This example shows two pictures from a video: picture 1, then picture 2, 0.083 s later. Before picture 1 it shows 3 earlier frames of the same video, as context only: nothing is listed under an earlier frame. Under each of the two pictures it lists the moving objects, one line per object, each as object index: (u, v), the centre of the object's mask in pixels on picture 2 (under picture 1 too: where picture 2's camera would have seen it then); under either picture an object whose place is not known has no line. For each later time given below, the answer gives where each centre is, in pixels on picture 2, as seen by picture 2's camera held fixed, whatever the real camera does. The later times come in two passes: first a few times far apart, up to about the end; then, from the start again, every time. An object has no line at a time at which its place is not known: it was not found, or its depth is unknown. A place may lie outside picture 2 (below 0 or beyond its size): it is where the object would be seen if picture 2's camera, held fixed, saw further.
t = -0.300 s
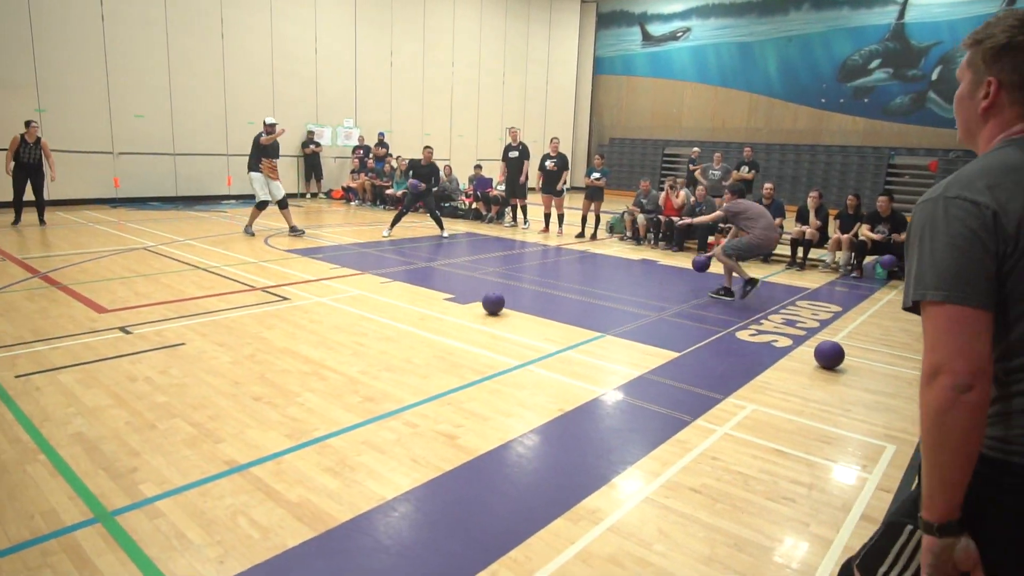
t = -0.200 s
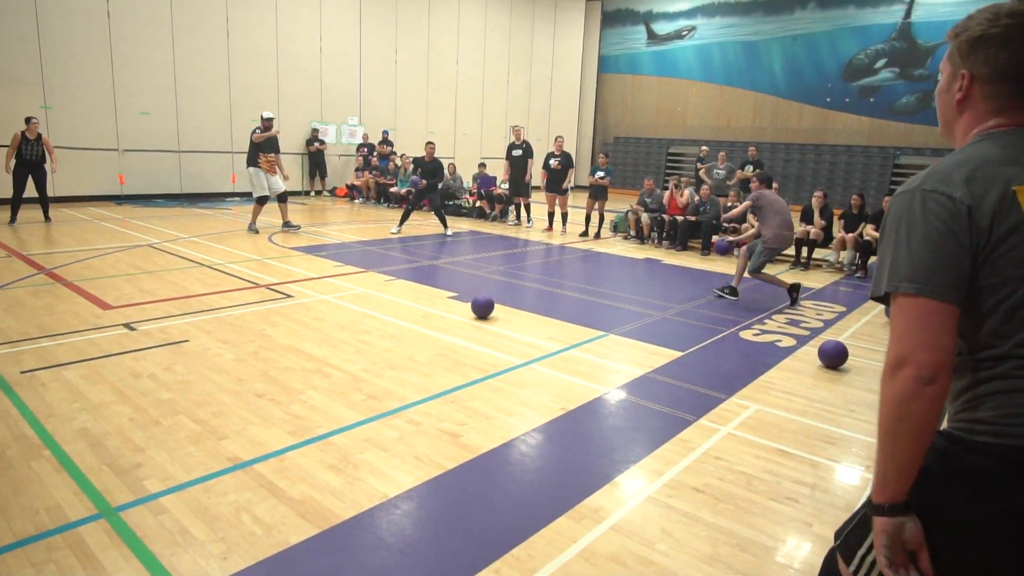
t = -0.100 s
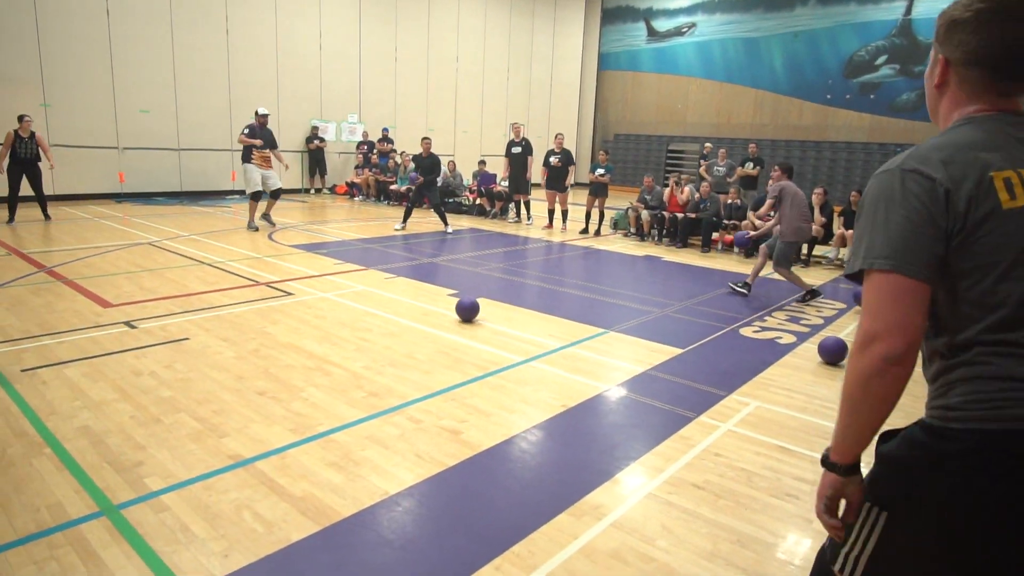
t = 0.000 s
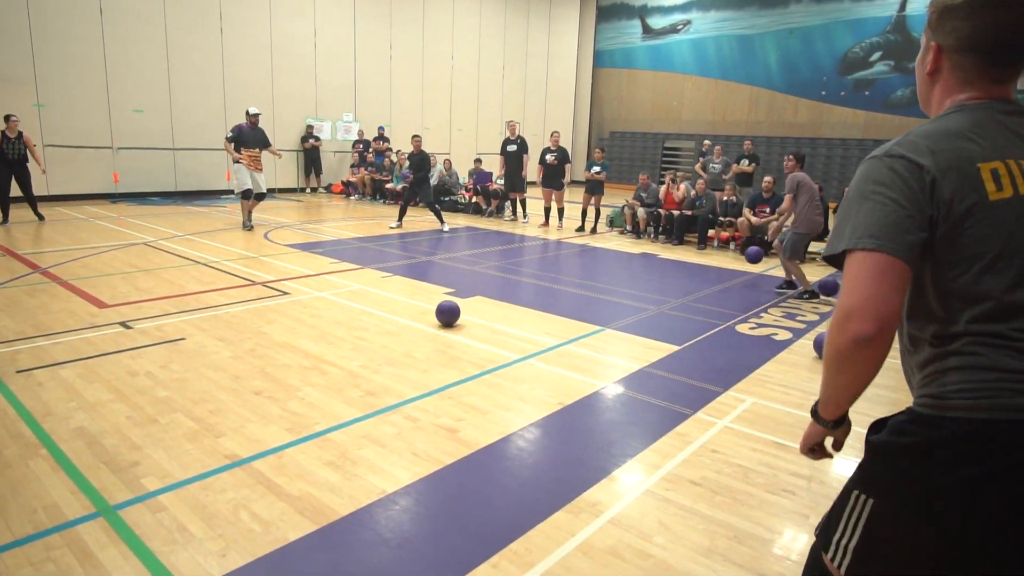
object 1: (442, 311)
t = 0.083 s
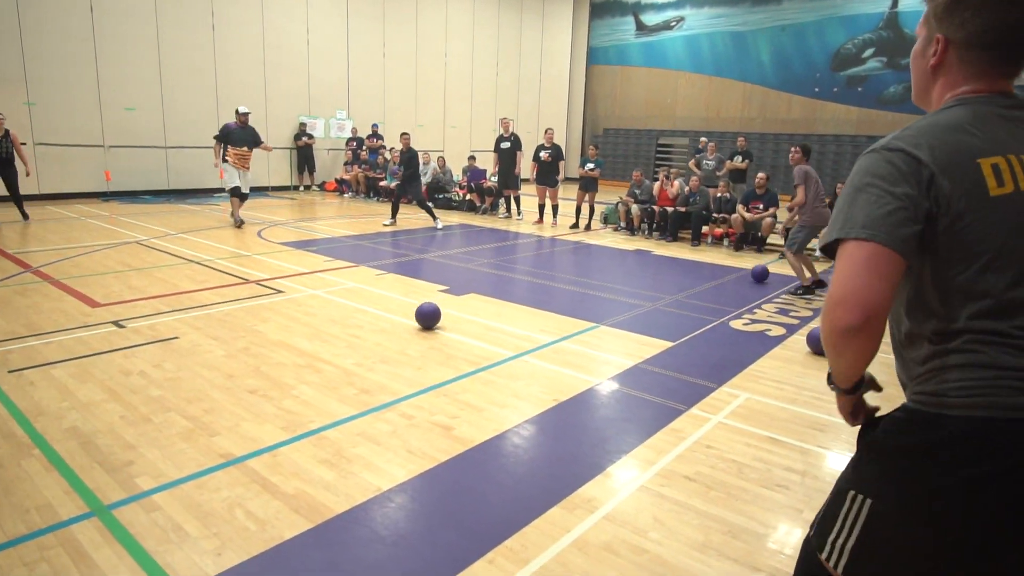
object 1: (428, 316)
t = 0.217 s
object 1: (403, 325)
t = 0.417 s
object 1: (362, 339)
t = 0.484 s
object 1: (347, 345)
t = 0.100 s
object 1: (425, 317)
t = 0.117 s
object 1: (422, 318)
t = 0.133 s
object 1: (419, 319)
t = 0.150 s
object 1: (416, 320)
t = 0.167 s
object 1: (413, 321)
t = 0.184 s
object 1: (410, 322)
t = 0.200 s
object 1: (406, 324)
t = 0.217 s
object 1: (403, 325)
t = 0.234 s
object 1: (400, 326)
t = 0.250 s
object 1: (397, 327)
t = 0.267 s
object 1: (393, 328)
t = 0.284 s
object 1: (390, 329)
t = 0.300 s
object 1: (387, 331)
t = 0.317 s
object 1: (383, 332)
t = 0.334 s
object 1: (380, 333)
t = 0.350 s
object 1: (376, 334)
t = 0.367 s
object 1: (373, 336)
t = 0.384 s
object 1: (369, 337)
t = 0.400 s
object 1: (366, 338)
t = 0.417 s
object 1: (362, 339)
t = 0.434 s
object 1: (358, 341)
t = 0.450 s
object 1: (354, 342)
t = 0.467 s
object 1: (350, 343)
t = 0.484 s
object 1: (347, 345)
